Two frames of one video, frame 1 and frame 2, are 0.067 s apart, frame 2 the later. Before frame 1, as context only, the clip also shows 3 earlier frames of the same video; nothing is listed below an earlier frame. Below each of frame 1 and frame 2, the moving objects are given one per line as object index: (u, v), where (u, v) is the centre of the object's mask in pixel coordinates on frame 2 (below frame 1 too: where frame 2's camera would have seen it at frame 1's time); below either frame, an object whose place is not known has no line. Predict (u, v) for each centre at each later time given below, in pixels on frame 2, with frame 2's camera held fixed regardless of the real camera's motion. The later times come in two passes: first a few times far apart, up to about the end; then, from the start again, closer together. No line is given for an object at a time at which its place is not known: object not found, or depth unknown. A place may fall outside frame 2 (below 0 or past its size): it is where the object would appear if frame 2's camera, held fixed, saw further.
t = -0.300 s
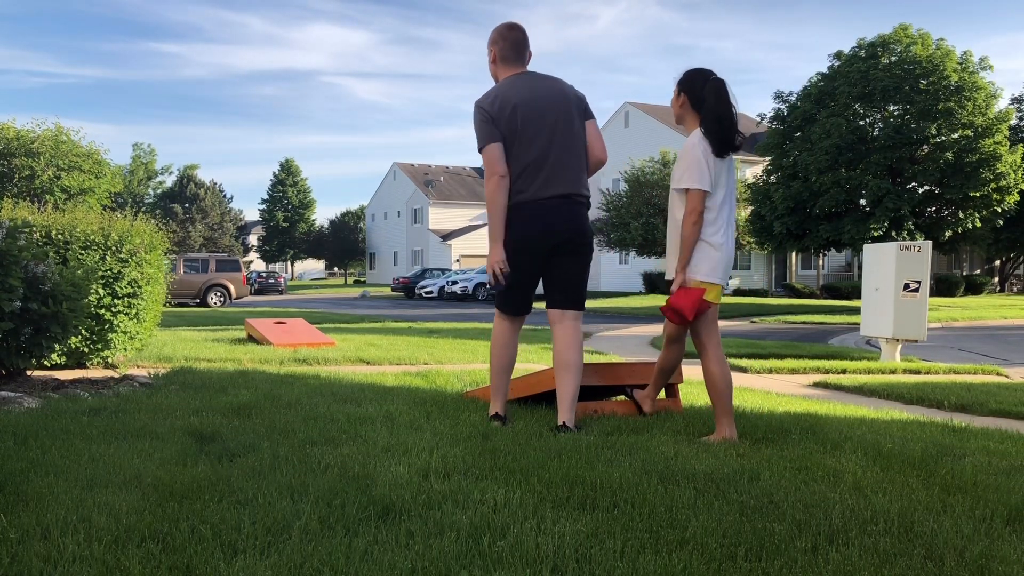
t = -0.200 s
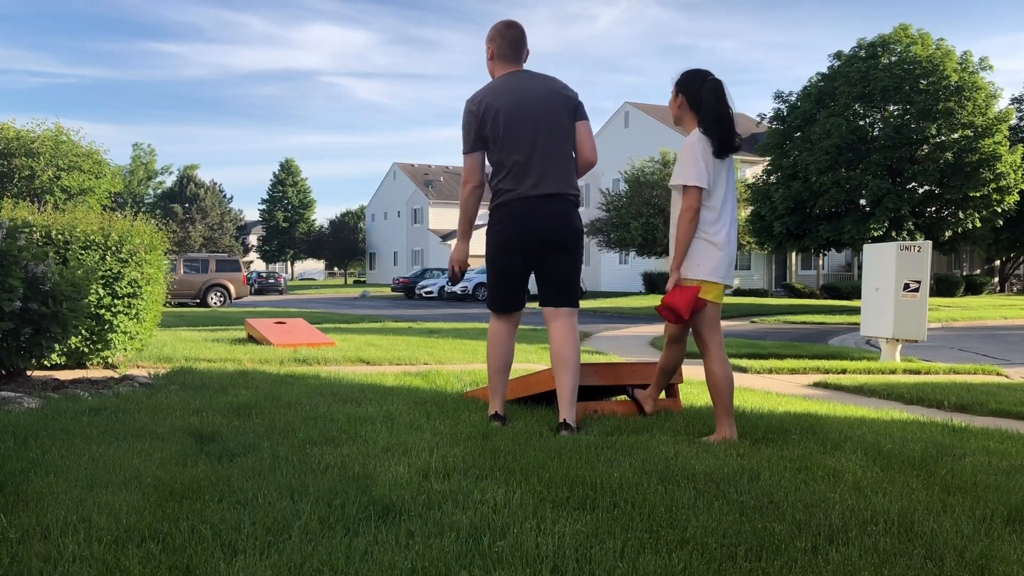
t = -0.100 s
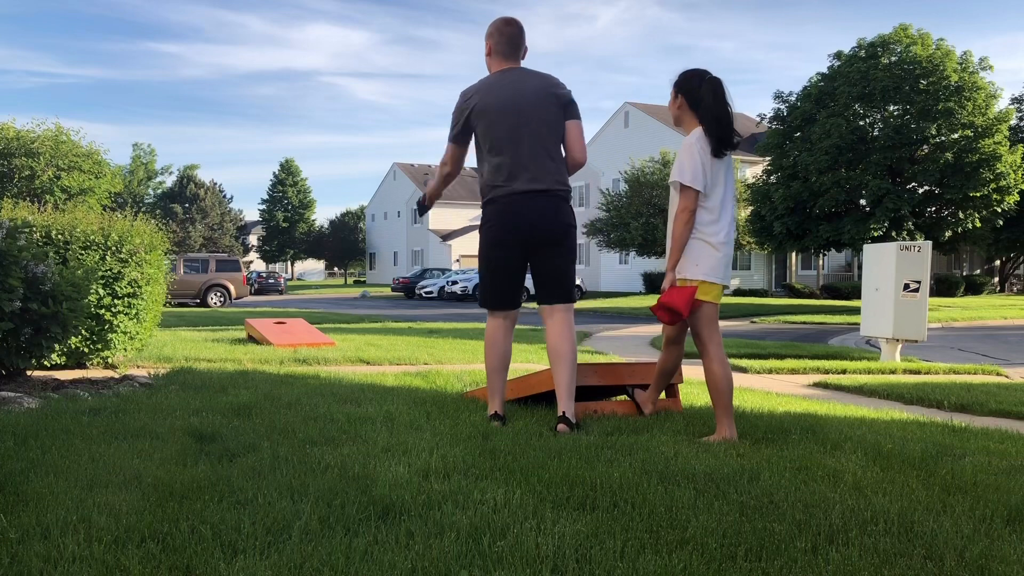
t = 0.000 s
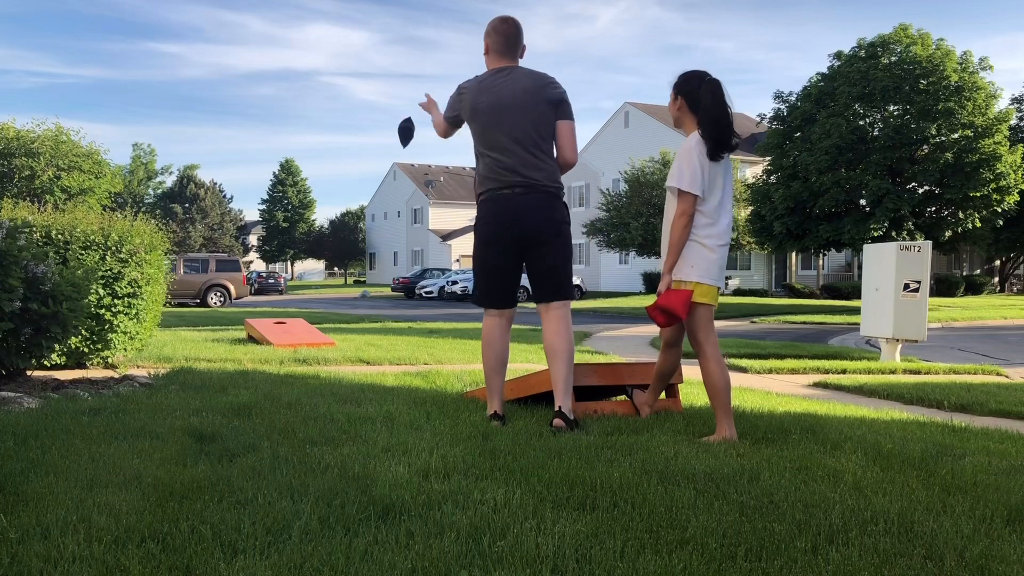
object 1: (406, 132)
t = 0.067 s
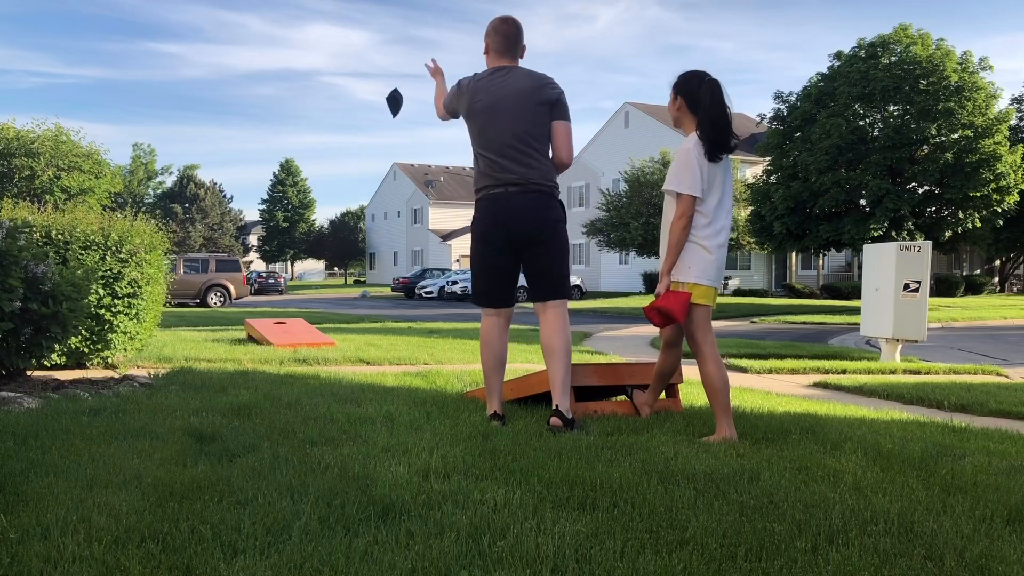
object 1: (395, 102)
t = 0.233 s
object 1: (371, 72)
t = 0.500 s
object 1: (346, 110)
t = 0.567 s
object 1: (341, 130)
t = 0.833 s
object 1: (324, 242)
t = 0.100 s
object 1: (390, 91)
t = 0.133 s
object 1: (385, 83)
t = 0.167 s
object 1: (380, 77)
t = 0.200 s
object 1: (376, 74)
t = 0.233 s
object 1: (371, 72)
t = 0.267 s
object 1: (368, 72)
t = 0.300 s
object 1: (364, 74)
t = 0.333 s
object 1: (361, 77)
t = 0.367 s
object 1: (357, 81)
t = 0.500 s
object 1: (346, 110)
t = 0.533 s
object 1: (343, 120)
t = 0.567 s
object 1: (341, 130)
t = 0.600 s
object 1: (338, 142)
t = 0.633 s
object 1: (336, 154)
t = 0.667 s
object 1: (333, 167)
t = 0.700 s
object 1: (331, 181)
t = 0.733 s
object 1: (329, 196)
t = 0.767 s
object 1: (327, 211)
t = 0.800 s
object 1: (325, 226)
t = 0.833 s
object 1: (324, 242)
